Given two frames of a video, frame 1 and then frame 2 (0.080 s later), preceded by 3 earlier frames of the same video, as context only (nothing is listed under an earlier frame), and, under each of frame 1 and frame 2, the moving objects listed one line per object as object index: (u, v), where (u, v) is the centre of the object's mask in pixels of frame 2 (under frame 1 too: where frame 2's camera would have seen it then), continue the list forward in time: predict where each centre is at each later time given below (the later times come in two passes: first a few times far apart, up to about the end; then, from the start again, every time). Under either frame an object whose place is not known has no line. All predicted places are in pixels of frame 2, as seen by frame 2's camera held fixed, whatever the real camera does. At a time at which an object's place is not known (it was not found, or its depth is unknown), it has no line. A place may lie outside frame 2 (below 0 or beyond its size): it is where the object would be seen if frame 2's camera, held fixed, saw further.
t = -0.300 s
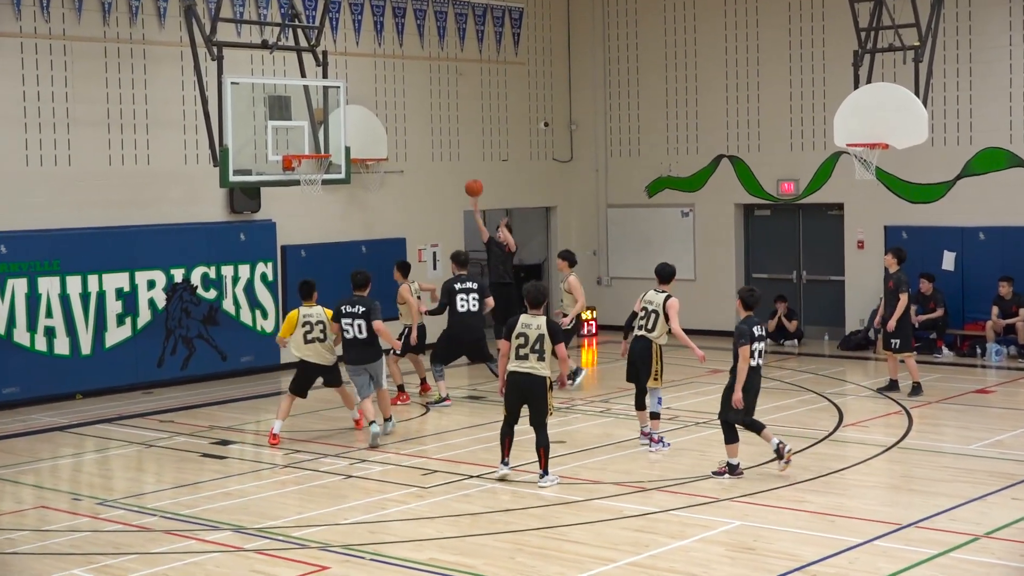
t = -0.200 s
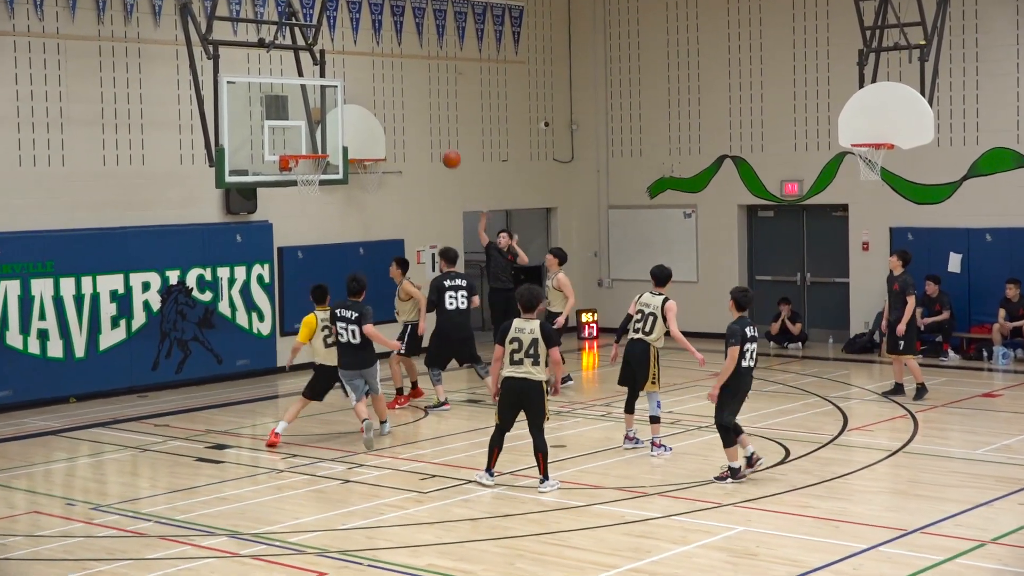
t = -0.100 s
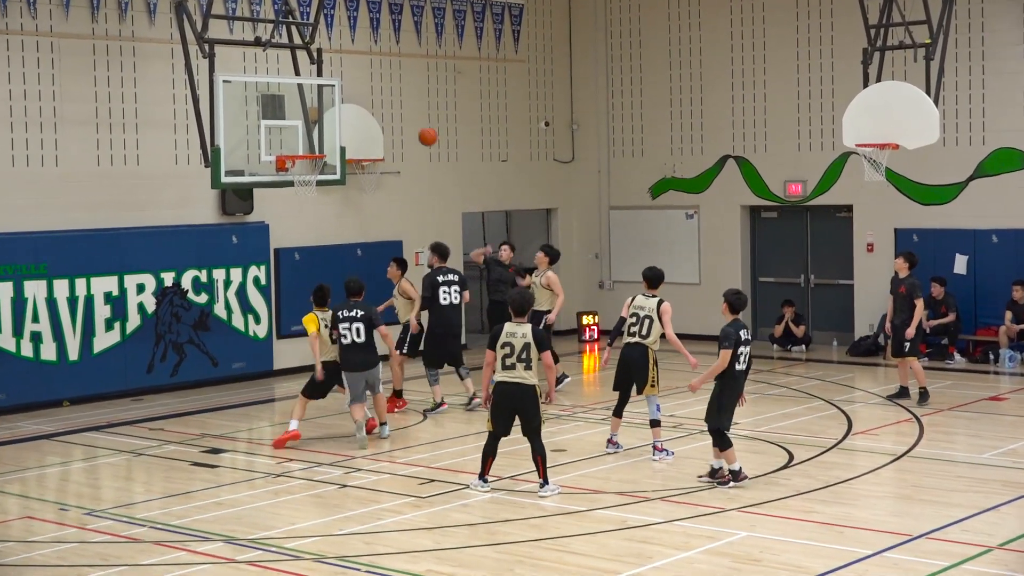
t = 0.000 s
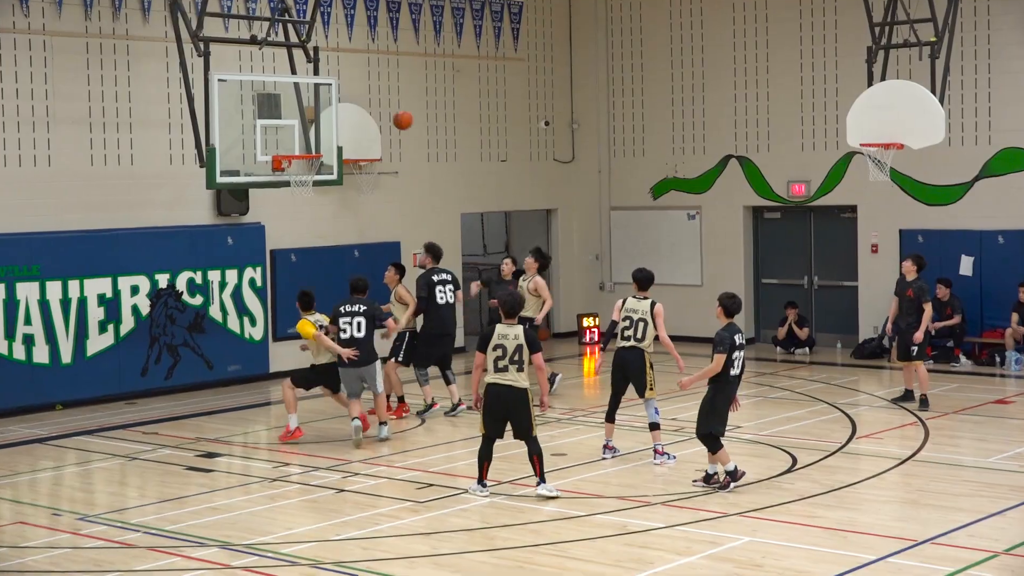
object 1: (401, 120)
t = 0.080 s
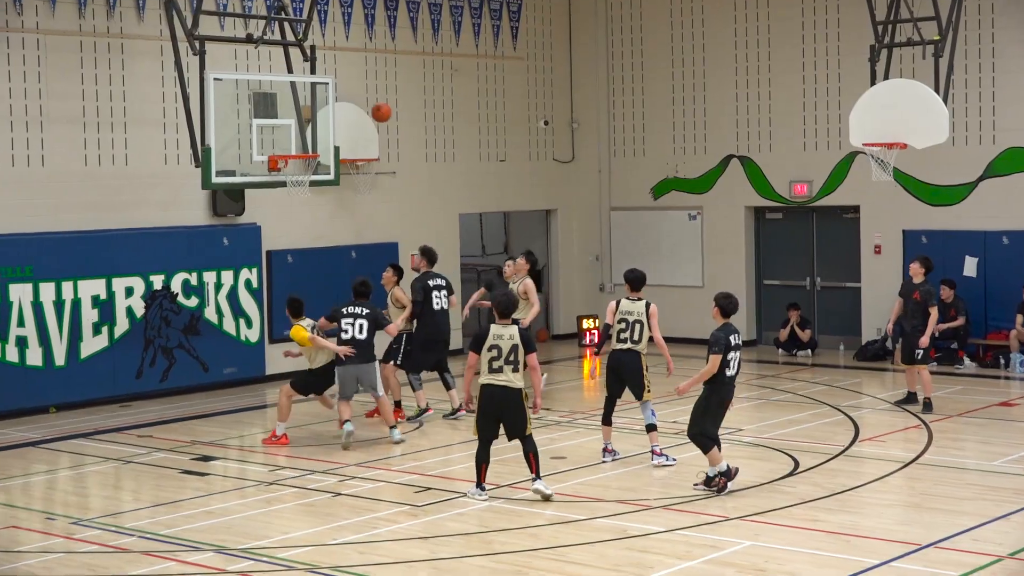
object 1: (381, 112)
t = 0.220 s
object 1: (346, 111)
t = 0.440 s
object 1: (293, 144)
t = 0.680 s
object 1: (301, 134)
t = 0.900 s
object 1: (327, 147)
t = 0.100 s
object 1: (376, 111)
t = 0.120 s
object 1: (371, 110)
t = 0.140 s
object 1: (366, 110)
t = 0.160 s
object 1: (361, 110)
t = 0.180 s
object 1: (356, 110)
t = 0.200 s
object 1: (351, 110)
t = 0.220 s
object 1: (346, 111)
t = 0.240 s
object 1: (342, 113)
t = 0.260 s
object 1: (337, 114)
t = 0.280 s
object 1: (332, 116)
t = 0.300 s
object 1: (327, 118)
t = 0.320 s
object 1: (322, 121)
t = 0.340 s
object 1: (317, 124)
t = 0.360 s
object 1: (312, 128)
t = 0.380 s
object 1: (307, 131)
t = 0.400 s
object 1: (302, 136)
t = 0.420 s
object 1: (297, 140)
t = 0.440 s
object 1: (293, 144)
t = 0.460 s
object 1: (290, 145)
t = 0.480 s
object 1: (289, 145)
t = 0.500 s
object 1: (288, 145)
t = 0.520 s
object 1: (287, 146)
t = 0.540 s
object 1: (285, 146)
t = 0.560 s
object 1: (287, 145)
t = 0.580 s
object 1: (289, 143)
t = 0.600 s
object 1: (292, 140)
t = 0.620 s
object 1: (294, 138)
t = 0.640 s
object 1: (296, 137)
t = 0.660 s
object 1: (298, 135)
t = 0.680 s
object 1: (301, 134)
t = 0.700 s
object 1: (303, 134)
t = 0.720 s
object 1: (305, 134)
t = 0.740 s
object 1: (308, 134)
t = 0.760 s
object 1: (310, 134)
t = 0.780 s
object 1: (312, 134)
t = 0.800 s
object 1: (314, 136)
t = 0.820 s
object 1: (317, 137)
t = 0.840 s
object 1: (320, 139)
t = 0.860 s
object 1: (322, 141)
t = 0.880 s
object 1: (325, 144)
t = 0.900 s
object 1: (327, 147)
